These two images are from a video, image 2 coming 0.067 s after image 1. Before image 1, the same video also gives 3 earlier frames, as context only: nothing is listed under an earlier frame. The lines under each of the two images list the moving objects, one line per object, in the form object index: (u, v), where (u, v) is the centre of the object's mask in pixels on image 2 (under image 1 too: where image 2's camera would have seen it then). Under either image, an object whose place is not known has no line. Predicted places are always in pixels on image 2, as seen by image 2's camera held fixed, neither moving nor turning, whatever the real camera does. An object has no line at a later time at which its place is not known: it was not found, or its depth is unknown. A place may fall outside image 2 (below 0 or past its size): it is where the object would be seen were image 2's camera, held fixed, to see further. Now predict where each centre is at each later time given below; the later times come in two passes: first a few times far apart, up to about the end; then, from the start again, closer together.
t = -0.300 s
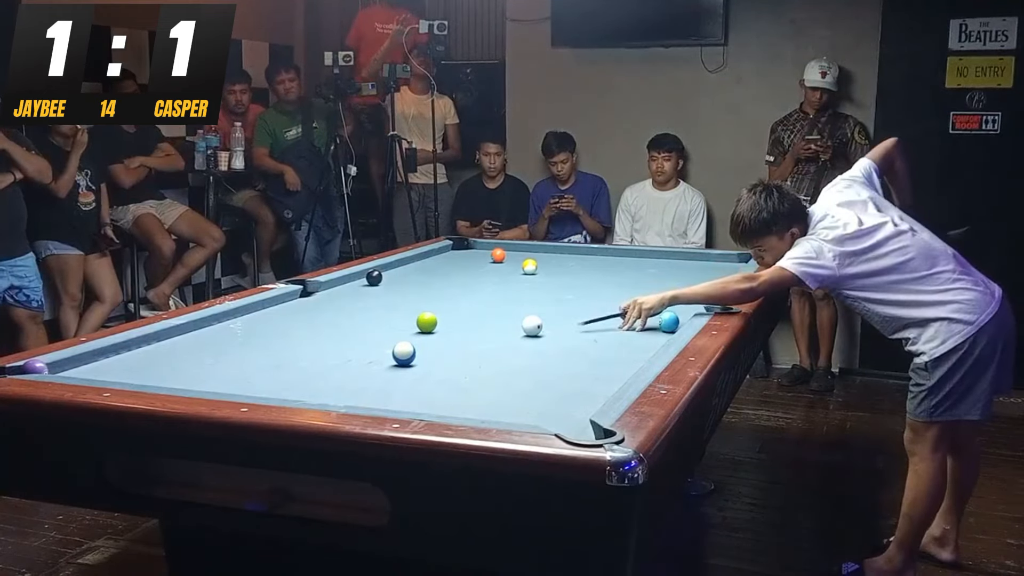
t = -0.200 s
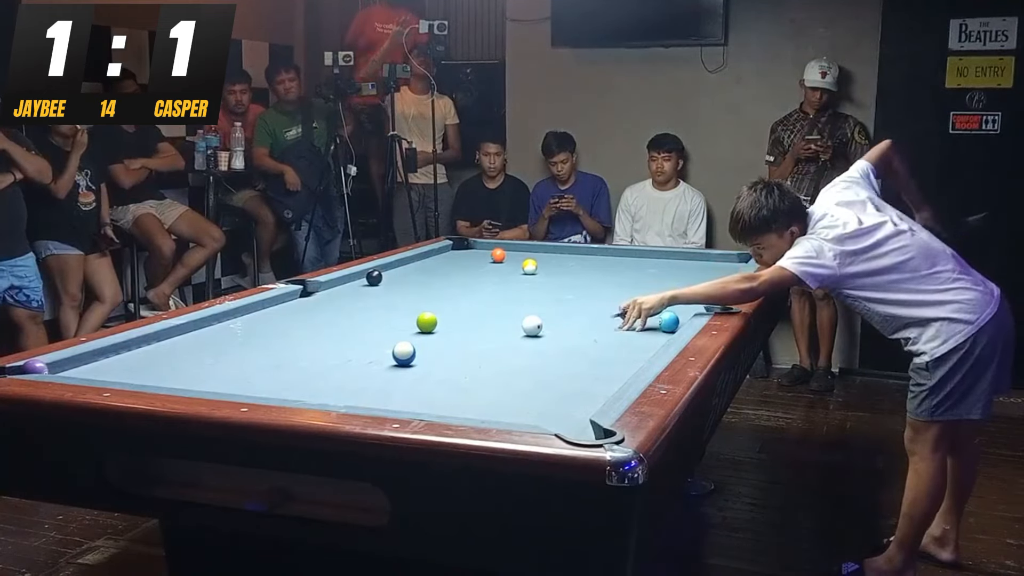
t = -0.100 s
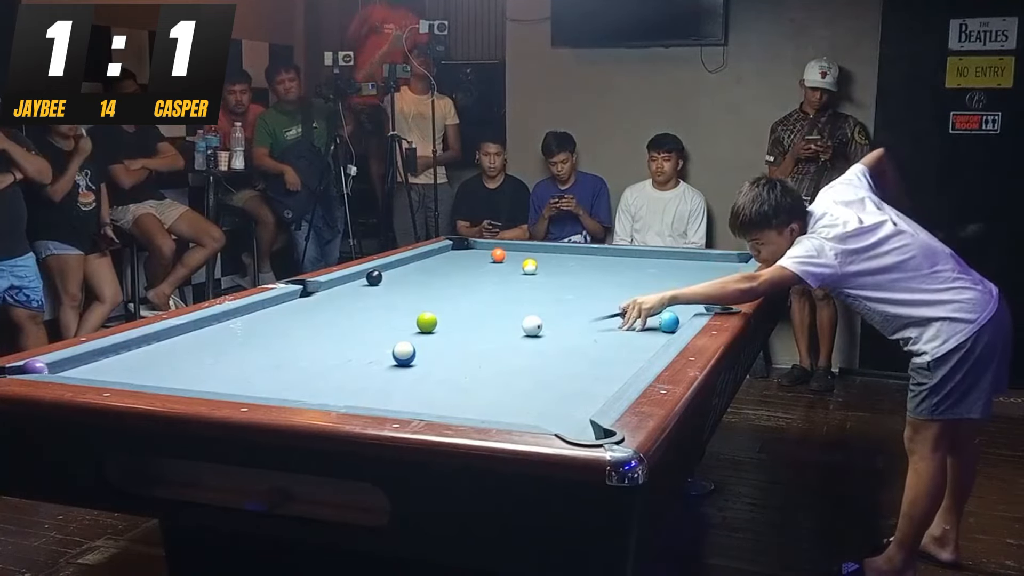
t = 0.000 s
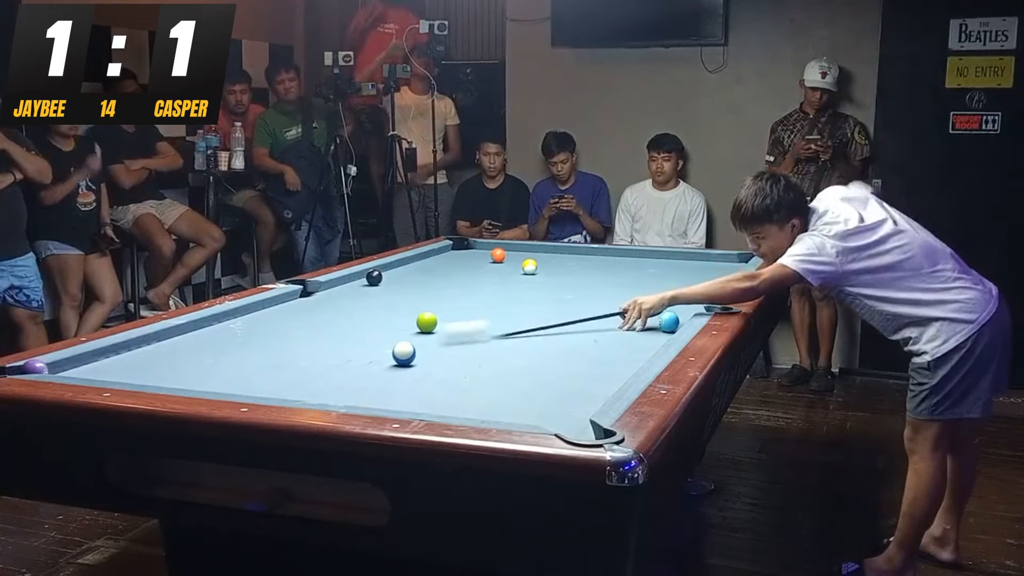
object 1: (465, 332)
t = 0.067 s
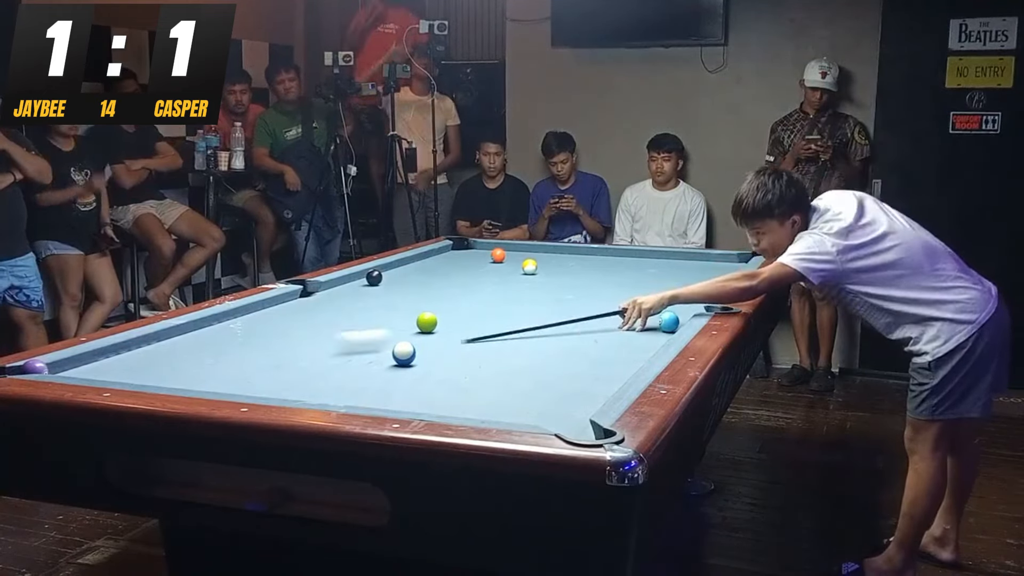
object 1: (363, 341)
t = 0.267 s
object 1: (64, 364)
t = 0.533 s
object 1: (141, 358)
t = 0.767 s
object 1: (208, 352)
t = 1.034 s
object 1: (277, 345)
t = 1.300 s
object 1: (339, 338)
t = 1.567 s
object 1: (394, 332)
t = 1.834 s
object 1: (445, 328)
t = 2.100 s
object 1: (490, 323)
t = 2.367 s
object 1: (531, 319)
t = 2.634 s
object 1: (568, 316)
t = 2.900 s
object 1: (602, 313)
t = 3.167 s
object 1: (633, 309)
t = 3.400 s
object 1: (657, 307)
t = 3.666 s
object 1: (683, 305)
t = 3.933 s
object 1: (697, 302)
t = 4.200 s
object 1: (692, 300)
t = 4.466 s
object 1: (686, 298)
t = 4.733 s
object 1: (682, 297)
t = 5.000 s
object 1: (679, 296)
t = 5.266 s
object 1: (678, 295)
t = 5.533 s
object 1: (676, 295)
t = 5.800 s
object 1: (676, 295)
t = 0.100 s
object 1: (310, 346)
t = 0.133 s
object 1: (260, 350)
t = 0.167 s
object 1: (209, 355)
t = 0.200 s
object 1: (158, 360)
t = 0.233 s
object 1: (105, 364)
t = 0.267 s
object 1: (64, 364)
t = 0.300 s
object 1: (69, 364)
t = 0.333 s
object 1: (79, 364)
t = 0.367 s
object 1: (90, 364)
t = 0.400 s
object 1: (101, 362)
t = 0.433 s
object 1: (111, 361)
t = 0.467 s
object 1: (121, 360)
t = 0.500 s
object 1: (132, 359)
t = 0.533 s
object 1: (141, 358)
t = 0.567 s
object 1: (151, 357)
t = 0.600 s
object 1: (161, 356)
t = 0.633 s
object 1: (171, 356)
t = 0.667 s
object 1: (180, 355)
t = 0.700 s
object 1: (190, 354)
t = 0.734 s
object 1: (199, 353)
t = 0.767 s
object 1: (208, 352)
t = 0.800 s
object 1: (217, 351)
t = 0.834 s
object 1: (226, 350)
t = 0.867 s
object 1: (235, 349)
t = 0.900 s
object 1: (243, 348)
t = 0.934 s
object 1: (252, 347)
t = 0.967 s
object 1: (260, 347)
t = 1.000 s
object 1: (269, 346)
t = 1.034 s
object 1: (277, 345)
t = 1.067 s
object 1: (285, 344)
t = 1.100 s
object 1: (293, 343)
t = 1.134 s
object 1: (300, 342)
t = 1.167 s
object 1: (308, 341)
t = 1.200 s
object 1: (316, 341)
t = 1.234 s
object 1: (324, 340)
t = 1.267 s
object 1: (331, 339)
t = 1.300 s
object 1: (339, 338)
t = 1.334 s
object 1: (346, 338)
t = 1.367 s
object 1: (354, 337)
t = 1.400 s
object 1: (360, 336)
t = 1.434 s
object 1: (367, 336)
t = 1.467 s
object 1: (374, 335)
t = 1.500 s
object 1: (381, 334)
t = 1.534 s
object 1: (388, 333)
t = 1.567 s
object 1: (394, 332)
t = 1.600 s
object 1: (401, 332)
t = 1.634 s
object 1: (408, 332)
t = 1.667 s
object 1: (413, 331)
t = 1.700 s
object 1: (420, 331)
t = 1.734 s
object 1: (426, 330)
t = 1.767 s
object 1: (433, 329)
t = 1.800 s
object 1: (439, 328)
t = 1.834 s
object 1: (445, 328)
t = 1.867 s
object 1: (450, 327)
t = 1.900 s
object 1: (456, 326)
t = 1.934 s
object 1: (462, 326)
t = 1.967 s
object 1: (468, 325)
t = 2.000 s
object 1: (473, 325)
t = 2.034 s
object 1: (479, 324)
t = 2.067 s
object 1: (484, 324)
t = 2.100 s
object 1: (490, 323)
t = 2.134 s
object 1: (495, 323)
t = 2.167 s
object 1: (500, 322)
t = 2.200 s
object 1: (506, 321)
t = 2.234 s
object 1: (511, 321)
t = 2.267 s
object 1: (516, 320)
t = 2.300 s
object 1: (521, 320)
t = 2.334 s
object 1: (526, 320)
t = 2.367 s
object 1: (531, 319)
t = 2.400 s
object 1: (536, 318)
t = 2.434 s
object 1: (540, 318)
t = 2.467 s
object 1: (545, 318)
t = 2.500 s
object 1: (550, 317)
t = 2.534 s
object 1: (555, 317)
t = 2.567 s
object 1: (559, 316)
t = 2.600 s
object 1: (564, 316)
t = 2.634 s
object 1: (568, 316)
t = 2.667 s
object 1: (573, 315)
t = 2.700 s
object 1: (577, 315)
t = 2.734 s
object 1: (582, 314)
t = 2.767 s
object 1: (586, 314)
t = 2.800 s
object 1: (590, 313)
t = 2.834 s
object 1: (594, 313)
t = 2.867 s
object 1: (598, 313)
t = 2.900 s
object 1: (602, 313)
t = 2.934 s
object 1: (606, 312)
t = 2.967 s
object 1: (610, 312)
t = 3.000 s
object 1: (614, 311)
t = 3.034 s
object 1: (618, 311)
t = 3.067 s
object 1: (622, 311)
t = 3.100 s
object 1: (626, 310)
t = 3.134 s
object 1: (629, 310)
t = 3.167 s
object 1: (633, 309)
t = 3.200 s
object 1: (637, 309)
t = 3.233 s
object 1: (640, 309)
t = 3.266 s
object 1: (644, 308)
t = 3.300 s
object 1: (647, 308)
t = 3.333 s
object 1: (651, 308)
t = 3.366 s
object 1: (654, 307)
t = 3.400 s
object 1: (657, 307)
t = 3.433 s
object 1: (660, 306)
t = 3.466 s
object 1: (664, 305)
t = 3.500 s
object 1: (667, 305)
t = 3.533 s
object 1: (671, 305)
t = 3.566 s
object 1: (674, 305)
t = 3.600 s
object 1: (677, 305)
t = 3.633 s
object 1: (680, 305)
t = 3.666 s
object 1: (683, 305)
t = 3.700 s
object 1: (686, 305)
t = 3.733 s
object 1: (688, 304)
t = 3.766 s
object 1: (691, 304)
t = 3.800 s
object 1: (694, 303)
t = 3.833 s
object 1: (697, 303)
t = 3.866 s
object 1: (699, 302)
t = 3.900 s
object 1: (698, 302)
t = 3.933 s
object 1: (697, 302)
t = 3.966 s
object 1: (697, 302)
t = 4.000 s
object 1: (696, 301)
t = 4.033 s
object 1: (695, 301)
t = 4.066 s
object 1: (695, 301)
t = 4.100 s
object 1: (694, 301)
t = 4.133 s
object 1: (693, 301)
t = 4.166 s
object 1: (692, 300)
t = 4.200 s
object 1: (692, 300)
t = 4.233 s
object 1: (691, 300)
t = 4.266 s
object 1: (690, 300)
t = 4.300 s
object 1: (690, 299)
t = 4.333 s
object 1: (689, 299)
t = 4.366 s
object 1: (688, 299)
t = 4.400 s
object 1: (687, 299)
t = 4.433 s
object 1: (687, 299)
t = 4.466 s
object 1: (686, 298)
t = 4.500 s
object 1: (686, 298)
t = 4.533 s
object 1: (685, 298)
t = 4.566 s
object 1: (685, 298)
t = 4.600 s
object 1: (684, 298)
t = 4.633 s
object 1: (683, 298)
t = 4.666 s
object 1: (683, 297)
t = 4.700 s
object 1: (683, 297)
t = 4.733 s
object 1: (682, 297)
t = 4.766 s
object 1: (682, 297)
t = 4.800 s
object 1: (682, 297)
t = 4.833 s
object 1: (681, 297)
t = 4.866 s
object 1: (681, 297)
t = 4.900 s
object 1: (680, 296)
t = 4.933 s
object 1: (680, 296)
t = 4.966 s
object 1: (680, 296)
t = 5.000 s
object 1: (679, 296)
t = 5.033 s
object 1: (679, 296)
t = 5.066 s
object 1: (679, 296)
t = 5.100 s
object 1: (678, 296)
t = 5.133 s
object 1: (678, 295)
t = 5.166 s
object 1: (678, 295)
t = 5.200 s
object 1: (678, 295)
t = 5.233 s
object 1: (678, 295)
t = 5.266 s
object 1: (678, 295)
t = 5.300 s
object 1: (677, 295)
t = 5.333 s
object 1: (677, 295)
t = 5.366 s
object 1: (677, 295)
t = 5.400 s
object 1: (676, 295)
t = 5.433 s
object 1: (677, 295)
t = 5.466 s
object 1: (676, 295)
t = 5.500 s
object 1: (676, 295)
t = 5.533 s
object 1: (676, 295)
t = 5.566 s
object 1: (676, 295)
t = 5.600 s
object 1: (676, 295)
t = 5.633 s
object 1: (676, 295)
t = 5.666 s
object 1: (676, 295)
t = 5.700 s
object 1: (676, 295)
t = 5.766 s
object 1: (676, 295)
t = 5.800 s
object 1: (676, 295)
